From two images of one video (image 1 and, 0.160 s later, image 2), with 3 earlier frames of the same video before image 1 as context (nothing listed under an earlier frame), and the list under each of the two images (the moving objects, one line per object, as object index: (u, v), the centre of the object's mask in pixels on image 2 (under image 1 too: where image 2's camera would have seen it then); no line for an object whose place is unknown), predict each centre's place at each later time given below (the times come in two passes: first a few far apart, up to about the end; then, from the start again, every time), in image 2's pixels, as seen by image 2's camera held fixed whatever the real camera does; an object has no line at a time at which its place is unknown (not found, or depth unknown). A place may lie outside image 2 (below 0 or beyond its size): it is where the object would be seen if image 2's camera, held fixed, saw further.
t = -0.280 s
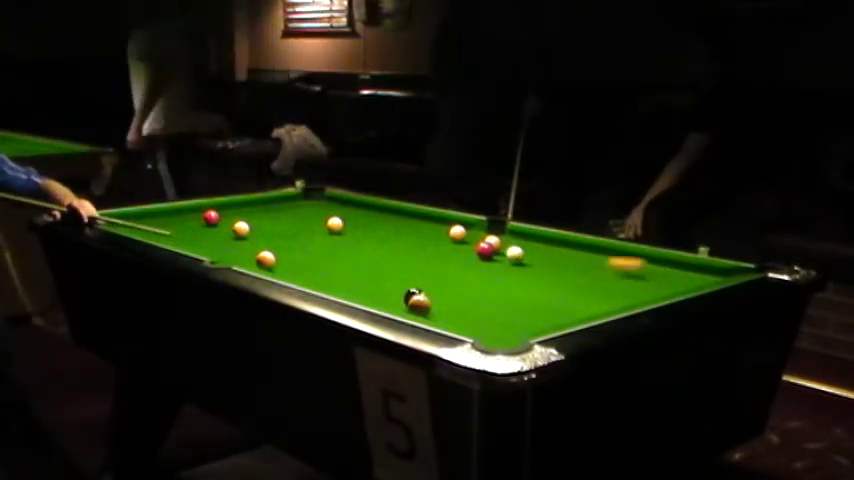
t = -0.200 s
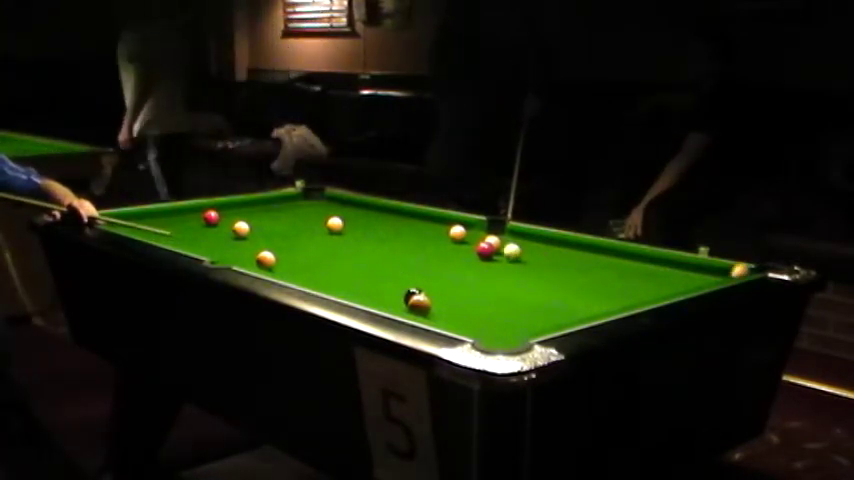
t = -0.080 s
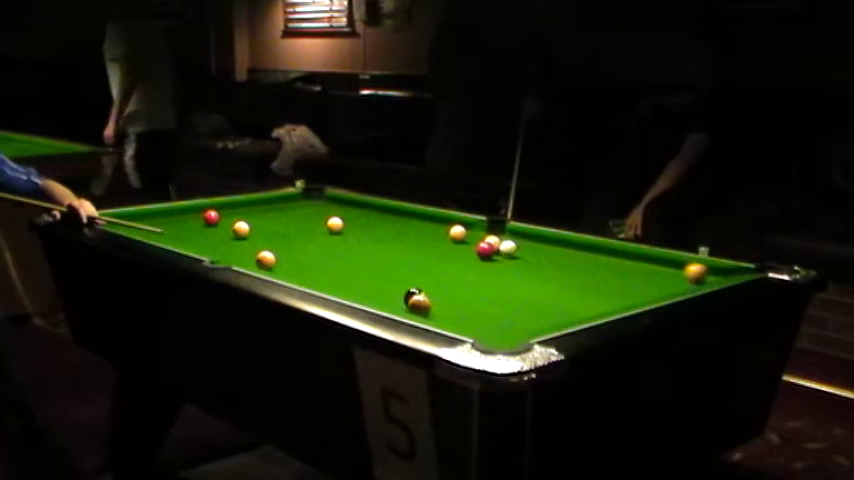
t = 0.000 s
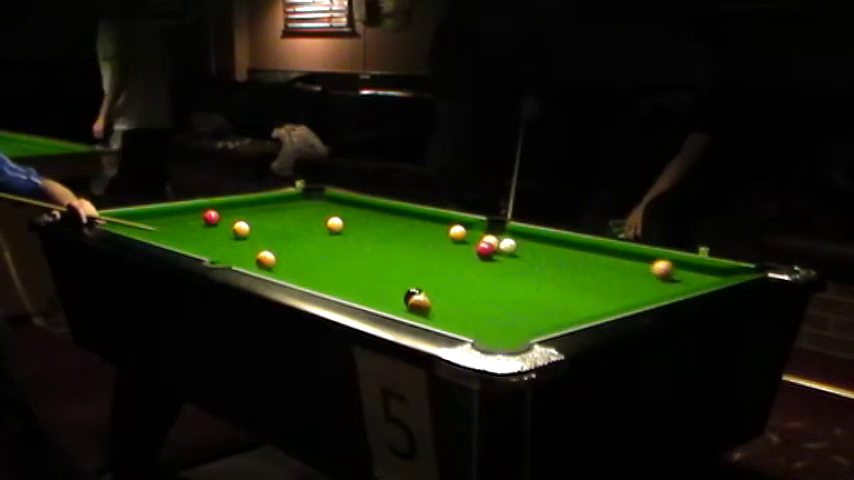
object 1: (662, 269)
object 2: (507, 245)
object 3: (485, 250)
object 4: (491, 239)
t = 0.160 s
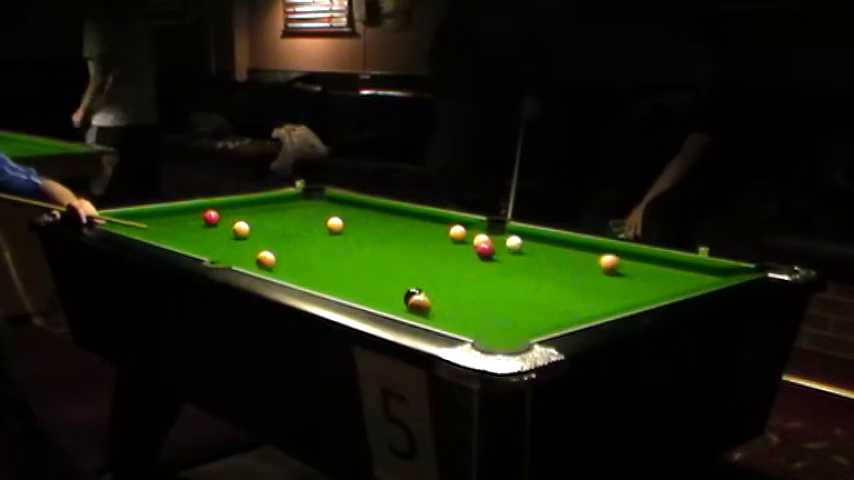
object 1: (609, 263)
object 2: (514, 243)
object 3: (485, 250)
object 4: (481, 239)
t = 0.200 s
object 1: (597, 262)
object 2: (516, 242)
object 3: (485, 250)
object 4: (478, 239)
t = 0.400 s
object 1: (535, 256)
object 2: (522, 240)
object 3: (485, 250)
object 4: (471, 240)
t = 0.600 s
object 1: (498, 252)
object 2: (528, 237)
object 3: (467, 248)
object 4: (464, 237)
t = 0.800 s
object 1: (483, 250)
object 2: (533, 236)
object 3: (434, 244)
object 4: (459, 238)
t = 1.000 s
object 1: (470, 249)
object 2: (530, 236)
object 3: (404, 240)
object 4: (454, 239)
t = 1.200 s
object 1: (458, 248)
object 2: (526, 237)
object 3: (376, 237)
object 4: (450, 236)
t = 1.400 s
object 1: (448, 248)
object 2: (524, 238)
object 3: (350, 234)
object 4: (450, 235)
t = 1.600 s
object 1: (439, 247)
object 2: (523, 238)
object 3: (326, 232)
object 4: (450, 236)
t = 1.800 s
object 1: (432, 247)
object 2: (523, 238)
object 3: (304, 229)
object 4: (449, 237)
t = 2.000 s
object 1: (425, 246)
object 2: (523, 238)
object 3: (285, 226)
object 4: (449, 237)
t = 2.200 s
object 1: (421, 245)
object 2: (523, 238)
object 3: (267, 224)
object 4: (449, 237)
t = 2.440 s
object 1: (418, 245)
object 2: (523, 238)
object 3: (249, 220)
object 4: (449, 238)
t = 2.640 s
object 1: (418, 245)
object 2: (523, 238)
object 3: (232, 218)
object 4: (449, 238)
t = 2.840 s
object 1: (418, 245)
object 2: (523, 238)
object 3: (224, 218)
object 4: (450, 238)
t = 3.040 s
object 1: (418, 245)
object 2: (523, 238)
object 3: (224, 217)
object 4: (450, 238)
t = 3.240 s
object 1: (418, 245)
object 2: (523, 238)
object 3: (224, 216)
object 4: (450, 238)
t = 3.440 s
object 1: (418, 245)
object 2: (523, 238)
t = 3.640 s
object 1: (418, 245)
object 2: (523, 238)
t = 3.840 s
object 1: (418, 245)
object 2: (523, 238)
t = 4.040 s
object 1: (418, 245)
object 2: (523, 238)
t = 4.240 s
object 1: (418, 245)
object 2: (523, 238)
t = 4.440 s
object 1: (418, 245)
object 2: (523, 238)
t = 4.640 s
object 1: (418, 245)
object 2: (523, 238)
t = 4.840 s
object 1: (418, 245)
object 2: (523, 238)
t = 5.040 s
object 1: (418, 245)
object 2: (523, 238)
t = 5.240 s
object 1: (418, 245)
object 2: (523, 238)
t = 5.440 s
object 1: (418, 245)
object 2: (523, 238)
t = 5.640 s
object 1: (418, 245)
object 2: (523, 238)
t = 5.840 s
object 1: (418, 245)
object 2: (523, 238)
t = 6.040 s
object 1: (418, 245)
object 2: (523, 238)
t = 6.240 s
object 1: (418, 245)
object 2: (523, 238)
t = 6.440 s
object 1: (418, 245)
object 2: (523, 238)
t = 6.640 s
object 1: (418, 245)
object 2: (523, 238)
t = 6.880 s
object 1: (418, 245)
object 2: (523, 238)
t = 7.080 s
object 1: (418, 245)
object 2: (523, 238)
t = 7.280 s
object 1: (418, 245)
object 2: (523, 238)
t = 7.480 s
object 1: (418, 245)
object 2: (523, 238)
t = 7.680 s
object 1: (418, 245)
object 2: (523, 238)
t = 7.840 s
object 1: (418, 245)
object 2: (523, 238)
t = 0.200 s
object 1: (597, 262)
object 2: (516, 242)
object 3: (485, 250)
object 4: (478, 239)
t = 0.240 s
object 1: (584, 261)
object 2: (517, 242)
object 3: (485, 250)
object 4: (477, 239)
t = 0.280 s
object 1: (571, 259)
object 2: (518, 241)
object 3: (485, 250)
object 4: (475, 239)
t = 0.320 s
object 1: (559, 258)
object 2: (520, 241)
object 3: (485, 250)
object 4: (474, 239)
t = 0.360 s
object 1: (547, 257)
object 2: (521, 241)
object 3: (485, 249)
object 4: (472, 239)
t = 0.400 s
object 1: (535, 256)
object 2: (522, 240)
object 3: (485, 250)
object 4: (471, 240)
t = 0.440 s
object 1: (524, 255)
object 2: (523, 238)
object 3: (485, 250)
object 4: (470, 240)
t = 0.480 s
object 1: (512, 253)
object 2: (525, 239)
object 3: (485, 250)
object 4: (469, 239)
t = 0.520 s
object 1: (502, 252)
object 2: (526, 238)
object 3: (484, 250)
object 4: (468, 240)
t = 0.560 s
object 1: (500, 252)
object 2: (527, 238)
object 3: (475, 249)
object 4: (465, 238)
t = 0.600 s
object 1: (498, 252)
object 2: (528, 237)
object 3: (467, 248)
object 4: (464, 237)
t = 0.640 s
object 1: (495, 252)
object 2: (529, 237)
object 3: (460, 248)
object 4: (465, 237)
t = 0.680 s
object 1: (491, 251)
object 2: (531, 237)
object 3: (453, 247)
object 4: (464, 238)
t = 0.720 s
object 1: (489, 251)
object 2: (532, 237)
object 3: (447, 245)
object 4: (462, 238)
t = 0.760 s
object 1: (486, 251)
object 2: (533, 236)
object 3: (441, 244)
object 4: (460, 239)
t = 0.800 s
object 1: (483, 250)
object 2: (533, 236)
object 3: (434, 244)
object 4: (459, 238)
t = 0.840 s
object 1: (481, 250)
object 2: (533, 236)
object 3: (428, 243)
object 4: (458, 239)
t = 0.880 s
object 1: (478, 250)
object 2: (533, 236)
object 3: (421, 243)
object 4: (457, 239)
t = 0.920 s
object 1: (475, 250)
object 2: (532, 236)
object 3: (415, 242)
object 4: (457, 239)
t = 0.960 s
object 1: (473, 250)
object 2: (531, 236)
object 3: (410, 241)
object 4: (456, 239)
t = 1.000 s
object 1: (470, 249)
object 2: (530, 236)
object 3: (404, 240)
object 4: (454, 239)
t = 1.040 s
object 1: (468, 249)
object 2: (529, 237)
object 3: (398, 240)
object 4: (454, 237)
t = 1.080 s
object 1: (466, 249)
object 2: (528, 237)
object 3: (392, 239)
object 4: (453, 238)
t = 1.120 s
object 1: (463, 249)
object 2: (528, 237)
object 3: (387, 238)
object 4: (451, 237)
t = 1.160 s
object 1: (461, 249)
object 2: (527, 237)
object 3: (381, 238)
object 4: (450, 237)
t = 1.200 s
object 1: (458, 248)
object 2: (526, 237)
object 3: (376, 237)
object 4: (450, 236)
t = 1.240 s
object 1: (456, 248)
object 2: (526, 237)
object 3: (370, 237)
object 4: (449, 236)
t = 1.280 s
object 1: (454, 248)
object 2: (525, 238)
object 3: (365, 236)
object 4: (449, 235)
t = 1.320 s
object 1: (452, 248)
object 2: (525, 238)
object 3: (360, 235)
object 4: (449, 235)
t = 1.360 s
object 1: (450, 248)
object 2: (525, 238)
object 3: (355, 235)
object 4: (450, 235)
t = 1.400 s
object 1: (448, 248)
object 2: (524, 238)
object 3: (350, 234)
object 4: (450, 235)
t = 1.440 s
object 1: (446, 248)
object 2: (524, 238)
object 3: (344, 233)
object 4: (450, 235)
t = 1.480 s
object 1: (444, 248)
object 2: (524, 238)
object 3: (340, 233)
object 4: (450, 236)
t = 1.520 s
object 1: (442, 247)
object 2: (524, 238)
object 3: (335, 233)
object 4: (450, 236)
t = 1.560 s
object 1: (441, 247)
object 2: (523, 238)
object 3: (330, 232)
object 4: (450, 236)
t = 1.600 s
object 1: (439, 247)
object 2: (523, 238)
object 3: (326, 232)
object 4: (450, 236)
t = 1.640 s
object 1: (438, 247)
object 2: (523, 238)
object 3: (321, 231)
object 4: (450, 236)
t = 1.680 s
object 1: (436, 247)
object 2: (523, 238)
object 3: (318, 230)
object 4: (450, 237)
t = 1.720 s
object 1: (435, 246)
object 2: (523, 238)
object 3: (313, 230)
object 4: (450, 237)
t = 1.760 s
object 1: (433, 247)
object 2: (523, 238)
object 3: (308, 229)
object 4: (449, 237)
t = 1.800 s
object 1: (432, 247)
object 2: (523, 238)
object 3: (304, 229)
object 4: (449, 237)
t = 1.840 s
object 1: (430, 246)
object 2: (523, 238)
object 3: (300, 228)
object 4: (450, 237)
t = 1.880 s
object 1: (429, 246)
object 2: (523, 238)
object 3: (296, 228)
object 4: (450, 237)
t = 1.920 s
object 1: (428, 246)
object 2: (523, 238)
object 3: (293, 227)
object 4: (450, 237)
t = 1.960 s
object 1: (426, 246)
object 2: (523, 238)
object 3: (289, 226)
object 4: (449, 237)
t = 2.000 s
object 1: (425, 246)
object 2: (523, 238)
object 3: (285, 226)
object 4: (449, 237)
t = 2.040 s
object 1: (424, 246)
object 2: (523, 238)
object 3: (281, 226)
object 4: (449, 237)
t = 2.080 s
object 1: (423, 245)
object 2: (523, 238)
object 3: (278, 226)
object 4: (449, 237)
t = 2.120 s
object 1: (422, 245)
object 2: (523, 238)
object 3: (274, 225)
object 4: (449, 237)
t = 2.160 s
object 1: (421, 245)
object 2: (523, 238)
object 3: (271, 224)
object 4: (450, 237)
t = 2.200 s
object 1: (421, 245)
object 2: (523, 238)
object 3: (267, 224)
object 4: (449, 237)
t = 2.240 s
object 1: (420, 245)
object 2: (523, 238)
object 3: (264, 223)
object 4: (449, 237)
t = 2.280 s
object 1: (420, 245)
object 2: (523, 238)
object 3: (261, 224)
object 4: (449, 237)
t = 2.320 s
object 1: (419, 245)
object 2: (523, 238)
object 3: (257, 223)
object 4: (449, 237)
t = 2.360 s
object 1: (418, 245)
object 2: (523, 238)
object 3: (255, 222)
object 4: (449, 237)
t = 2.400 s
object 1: (418, 245)
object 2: (523, 238)
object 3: (252, 221)
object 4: (449, 238)
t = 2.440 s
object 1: (418, 245)
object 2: (523, 238)
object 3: (249, 220)
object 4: (449, 238)
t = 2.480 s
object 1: (418, 245)
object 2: (523, 238)
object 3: (247, 219)
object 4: (449, 238)
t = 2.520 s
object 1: (418, 245)
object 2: (523, 238)
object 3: (242, 217)
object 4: (449, 238)
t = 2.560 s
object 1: (417, 245)
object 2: (523, 238)
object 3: (239, 217)
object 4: (449, 238)
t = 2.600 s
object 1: (417, 245)
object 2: (523, 238)
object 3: (235, 218)
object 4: (449, 238)
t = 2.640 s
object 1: (418, 245)
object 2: (523, 238)
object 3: (232, 218)
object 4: (449, 238)
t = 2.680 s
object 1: (418, 245)
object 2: (523, 238)
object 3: (230, 218)
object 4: (449, 238)
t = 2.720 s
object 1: (418, 245)
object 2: (523, 238)
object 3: (228, 218)
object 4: (449, 238)
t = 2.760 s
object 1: (418, 245)
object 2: (523, 238)
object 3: (226, 217)
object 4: (449, 238)
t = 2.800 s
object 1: (418, 245)
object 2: (523, 238)
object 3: (225, 217)
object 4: (450, 238)
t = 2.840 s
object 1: (418, 245)
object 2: (523, 238)
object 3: (224, 218)
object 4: (450, 238)
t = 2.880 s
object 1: (418, 245)
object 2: (523, 238)
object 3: (225, 217)
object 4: (450, 237)
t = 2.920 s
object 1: (418, 245)
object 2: (523, 238)
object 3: (224, 217)
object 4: (449, 238)
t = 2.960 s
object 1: (418, 245)
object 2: (523, 238)
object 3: (225, 217)
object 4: (449, 238)
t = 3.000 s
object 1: (418, 245)
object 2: (523, 238)
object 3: (224, 217)
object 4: (449, 238)
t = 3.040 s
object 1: (418, 245)
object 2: (523, 238)
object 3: (224, 217)
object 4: (450, 238)
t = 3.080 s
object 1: (418, 245)
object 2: (523, 238)
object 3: (224, 217)
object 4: (450, 238)
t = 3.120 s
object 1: (418, 245)
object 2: (523, 238)
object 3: (224, 217)
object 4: (449, 238)
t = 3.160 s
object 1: (418, 245)
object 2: (523, 238)
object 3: (224, 217)
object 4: (450, 238)
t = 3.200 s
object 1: (418, 245)
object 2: (523, 238)
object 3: (224, 216)
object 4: (450, 238)
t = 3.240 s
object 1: (418, 245)
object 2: (523, 238)
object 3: (224, 216)
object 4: (450, 238)
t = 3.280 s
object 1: (418, 245)
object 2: (523, 238)
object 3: (225, 216)
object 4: (450, 238)
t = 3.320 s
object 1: (418, 245)
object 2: (523, 238)
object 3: (225, 216)
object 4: (449, 238)
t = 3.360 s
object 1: (418, 245)
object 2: (523, 238)
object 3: (225, 216)
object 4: (450, 238)
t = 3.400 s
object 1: (418, 245)
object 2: (523, 238)
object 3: (224, 216)
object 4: (449, 238)
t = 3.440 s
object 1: (418, 245)
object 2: (523, 238)
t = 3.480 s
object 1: (418, 245)
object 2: (523, 238)
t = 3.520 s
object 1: (419, 245)
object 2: (523, 238)
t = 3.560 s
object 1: (418, 245)
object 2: (523, 238)
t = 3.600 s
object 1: (418, 245)
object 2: (523, 238)
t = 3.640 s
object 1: (418, 245)
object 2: (523, 238)
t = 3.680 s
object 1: (418, 245)
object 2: (523, 238)
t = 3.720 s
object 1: (418, 245)
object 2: (523, 238)
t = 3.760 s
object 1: (418, 245)
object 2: (523, 238)
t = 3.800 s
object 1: (418, 245)
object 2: (523, 238)
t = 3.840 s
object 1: (418, 245)
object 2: (523, 238)
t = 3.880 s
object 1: (418, 245)
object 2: (523, 238)
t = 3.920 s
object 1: (418, 245)
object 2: (523, 238)
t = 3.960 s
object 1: (418, 245)
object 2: (523, 238)
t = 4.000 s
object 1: (418, 245)
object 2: (523, 238)
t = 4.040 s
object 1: (418, 245)
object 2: (523, 238)
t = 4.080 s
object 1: (418, 245)
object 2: (523, 238)
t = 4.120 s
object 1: (418, 245)
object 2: (523, 238)
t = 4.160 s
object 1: (418, 245)
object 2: (523, 238)
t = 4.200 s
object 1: (418, 245)
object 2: (523, 238)
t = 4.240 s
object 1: (418, 245)
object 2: (523, 238)
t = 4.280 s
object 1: (418, 245)
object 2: (523, 238)
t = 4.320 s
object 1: (418, 245)
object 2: (523, 238)
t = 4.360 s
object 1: (418, 245)
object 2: (523, 238)
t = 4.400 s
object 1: (418, 245)
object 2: (523, 238)
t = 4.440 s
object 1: (418, 245)
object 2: (523, 238)
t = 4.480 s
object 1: (418, 245)
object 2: (523, 238)
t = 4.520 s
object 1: (418, 245)
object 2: (523, 238)
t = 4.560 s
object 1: (418, 245)
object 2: (523, 238)
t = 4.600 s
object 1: (418, 245)
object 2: (523, 238)
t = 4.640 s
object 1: (418, 245)
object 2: (523, 238)
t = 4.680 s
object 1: (418, 245)
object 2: (523, 238)
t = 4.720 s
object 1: (418, 245)
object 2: (523, 238)
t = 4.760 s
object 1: (418, 245)
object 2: (523, 238)
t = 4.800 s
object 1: (418, 245)
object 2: (523, 238)
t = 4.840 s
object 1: (418, 245)
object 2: (523, 238)
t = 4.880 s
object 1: (418, 245)
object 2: (523, 238)
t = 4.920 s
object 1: (418, 245)
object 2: (523, 238)
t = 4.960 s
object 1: (418, 245)
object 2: (523, 238)
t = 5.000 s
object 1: (418, 245)
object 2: (523, 238)
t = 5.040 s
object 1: (418, 245)
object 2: (523, 238)
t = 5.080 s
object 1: (418, 245)
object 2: (523, 238)
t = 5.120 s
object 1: (418, 245)
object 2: (523, 238)
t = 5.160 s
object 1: (418, 245)
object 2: (523, 238)
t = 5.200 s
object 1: (418, 245)
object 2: (523, 238)
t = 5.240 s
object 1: (418, 245)
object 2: (523, 238)
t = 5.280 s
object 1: (418, 245)
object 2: (523, 238)
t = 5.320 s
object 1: (418, 245)
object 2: (523, 238)
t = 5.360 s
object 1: (418, 245)
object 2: (523, 238)
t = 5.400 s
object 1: (418, 245)
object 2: (523, 238)
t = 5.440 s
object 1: (418, 245)
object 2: (523, 238)
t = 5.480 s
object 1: (418, 245)
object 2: (523, 238)
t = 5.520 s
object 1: (418, 245)
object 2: (523, 238)
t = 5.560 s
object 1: (418, 245)
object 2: (523, 238)
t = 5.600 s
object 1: (418, 245)
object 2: (523, 238)
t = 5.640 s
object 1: (418, 245)
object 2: (523, 238)
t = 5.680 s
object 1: (418, 245)
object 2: (523, 238)
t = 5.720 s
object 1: (418, 245)
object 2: (523, 238)
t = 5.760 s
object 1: (418, 245)
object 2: (523, 238)
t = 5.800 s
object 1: (418, 245)
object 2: (523, 238)
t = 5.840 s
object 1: (418, 245)
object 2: (523, 238)
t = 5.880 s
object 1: (418, 245)
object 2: (523, 238)
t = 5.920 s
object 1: (418, 245)
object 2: (523, 238)
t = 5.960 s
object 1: (418, 245)
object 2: (523, 238)
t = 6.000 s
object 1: (418, 245)
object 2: (523, 238)
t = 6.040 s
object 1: (418, 245)
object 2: (523, 238)
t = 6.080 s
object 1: (418, 245)
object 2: (523, 238)
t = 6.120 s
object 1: (418, 245)
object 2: (523, 238)
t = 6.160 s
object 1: (418, 245)
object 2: (523, 238)
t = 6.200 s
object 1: (418, 245)
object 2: (523, 238)
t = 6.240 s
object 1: (418, 245)
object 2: (523, 238)
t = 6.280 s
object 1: (418, 245)
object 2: (523, 238)
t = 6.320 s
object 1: (418, 245)
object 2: (523, 238)
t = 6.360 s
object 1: (418, 245)
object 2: (523, 238)
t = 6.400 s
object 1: (418, 245)
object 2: (523, 238)
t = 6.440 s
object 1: (418, 245)
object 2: (523, 238)
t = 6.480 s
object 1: (418, 245)
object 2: (523, 238)
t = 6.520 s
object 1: (418, 245)
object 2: (523, 238)
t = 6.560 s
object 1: (418, 245)
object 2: (523, 238)
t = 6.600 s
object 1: (418, 245)
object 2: (523, 238)
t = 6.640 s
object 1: (418, 245)
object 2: (523, 238)
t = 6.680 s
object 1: (418, 245)
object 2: (523, 238)
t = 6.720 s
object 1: (418, 245)
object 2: (523, 238)
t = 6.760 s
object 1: (418, 245)
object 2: (523, 238)
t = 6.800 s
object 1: (418, 245)
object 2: (523, 238)
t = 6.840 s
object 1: (418, 245)
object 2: (523, 238)
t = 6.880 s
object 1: (418, 245)
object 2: (523, 238)
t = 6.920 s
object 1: (418, 245)
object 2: (523, 238)
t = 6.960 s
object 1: (418, 245)
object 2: (523, 238)
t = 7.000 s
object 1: (418, 245)
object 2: (523, 238)
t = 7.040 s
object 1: (418, 245)
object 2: (523, 238)
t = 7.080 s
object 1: (418, 245)
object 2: (523, 238)
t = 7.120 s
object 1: (418, 245)
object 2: (523, 238)
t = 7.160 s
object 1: (418, 245)
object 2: (523, 238)
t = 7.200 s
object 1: (418, 245)
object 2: (523, 238)
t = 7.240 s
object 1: (418, 245)
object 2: (523, 238)
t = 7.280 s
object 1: (418, 245)
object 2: (523, 238)
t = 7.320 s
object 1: (418, 245)
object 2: (523, 238)
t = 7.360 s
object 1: (418, 245)
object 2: (523, 238)
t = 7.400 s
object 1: (418, 245)
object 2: (523, 238)
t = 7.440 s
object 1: (418, 245)
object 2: (523, 238)
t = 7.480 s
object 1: (418, 245)
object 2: (523, 238)
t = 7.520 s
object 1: (418, 245)
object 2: (523, 238)
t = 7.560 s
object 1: (418, 245)
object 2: (523, 238)
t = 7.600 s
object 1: (418, 245)
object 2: (523, 238)
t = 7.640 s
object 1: (418, 245)
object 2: (523, 238)
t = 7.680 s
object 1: (418, 245)
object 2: (523, 238)
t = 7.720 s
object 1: (418, 245)
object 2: (523, 238)
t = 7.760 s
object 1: (418, 245)
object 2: (523, 238)
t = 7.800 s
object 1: (418, 245)
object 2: (523, 238)
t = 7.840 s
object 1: (418, 245)
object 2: (523, 238)
